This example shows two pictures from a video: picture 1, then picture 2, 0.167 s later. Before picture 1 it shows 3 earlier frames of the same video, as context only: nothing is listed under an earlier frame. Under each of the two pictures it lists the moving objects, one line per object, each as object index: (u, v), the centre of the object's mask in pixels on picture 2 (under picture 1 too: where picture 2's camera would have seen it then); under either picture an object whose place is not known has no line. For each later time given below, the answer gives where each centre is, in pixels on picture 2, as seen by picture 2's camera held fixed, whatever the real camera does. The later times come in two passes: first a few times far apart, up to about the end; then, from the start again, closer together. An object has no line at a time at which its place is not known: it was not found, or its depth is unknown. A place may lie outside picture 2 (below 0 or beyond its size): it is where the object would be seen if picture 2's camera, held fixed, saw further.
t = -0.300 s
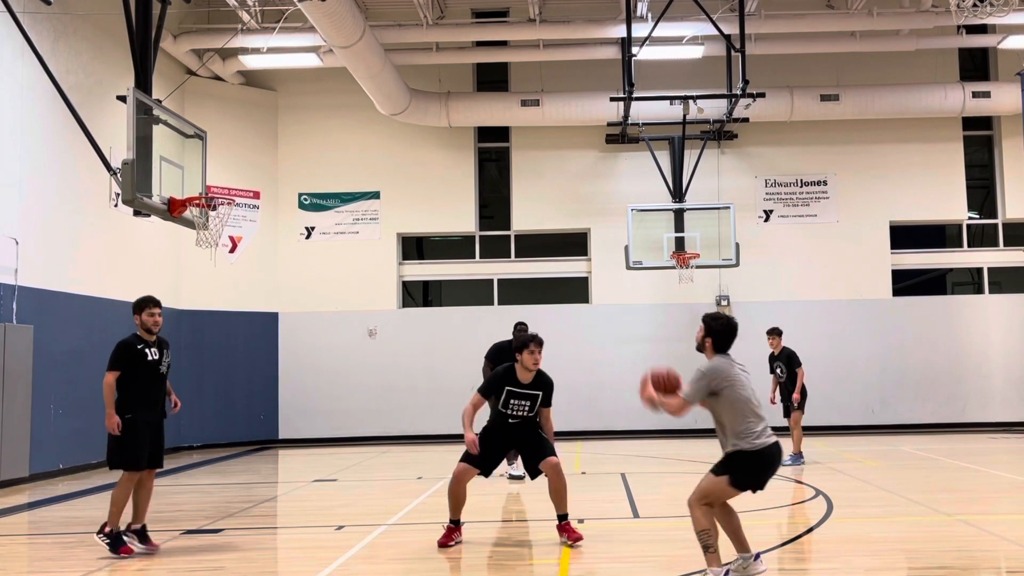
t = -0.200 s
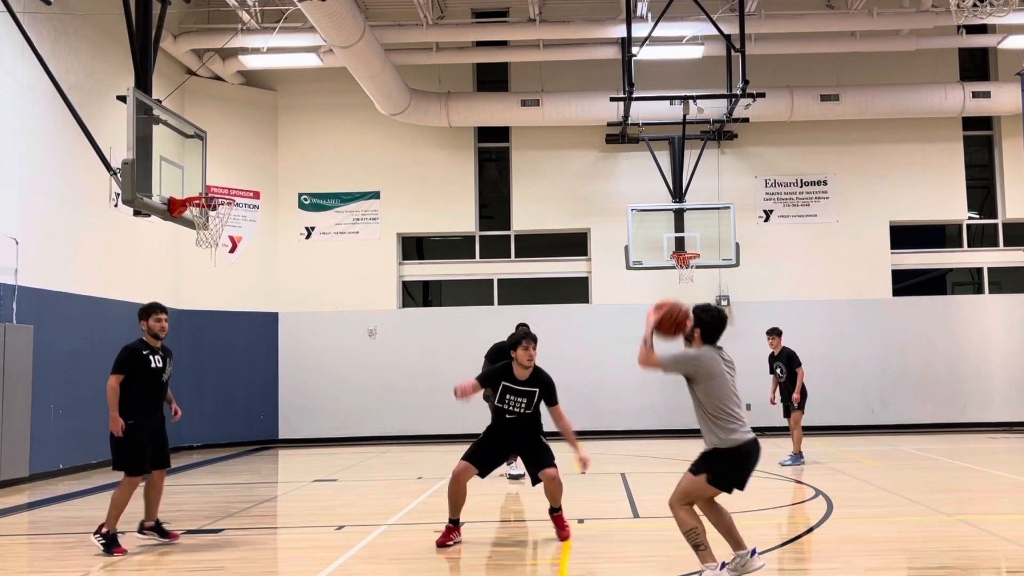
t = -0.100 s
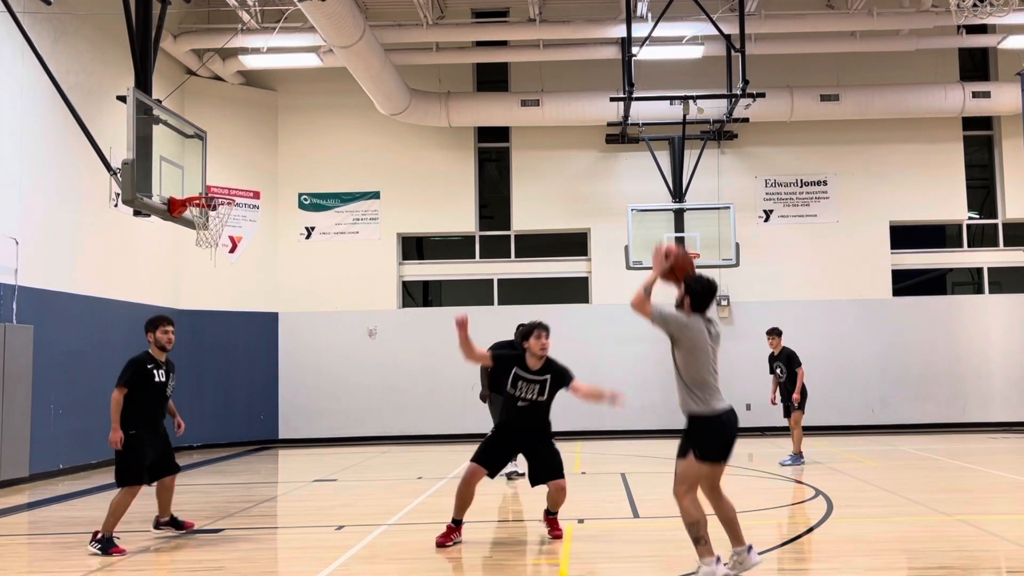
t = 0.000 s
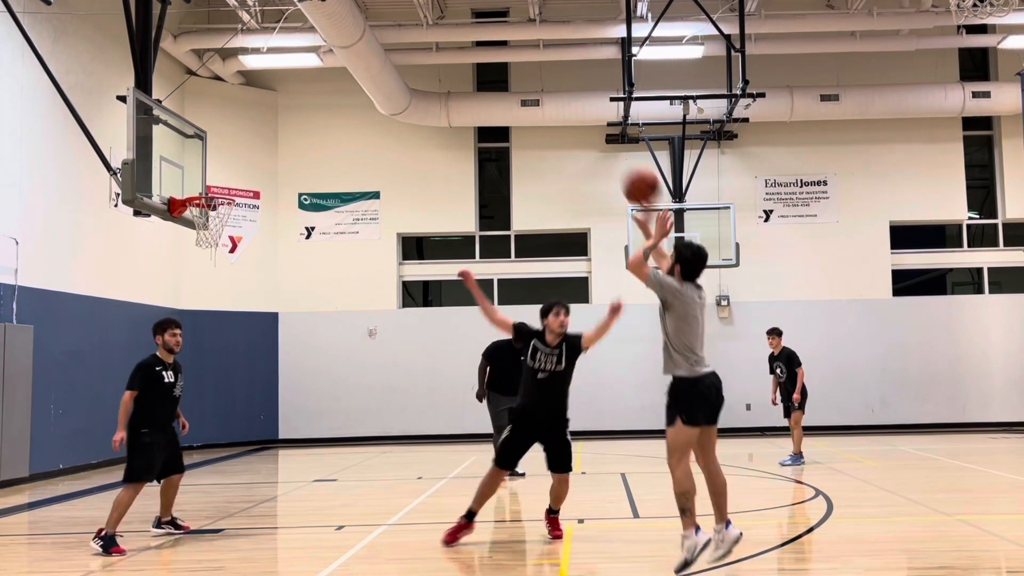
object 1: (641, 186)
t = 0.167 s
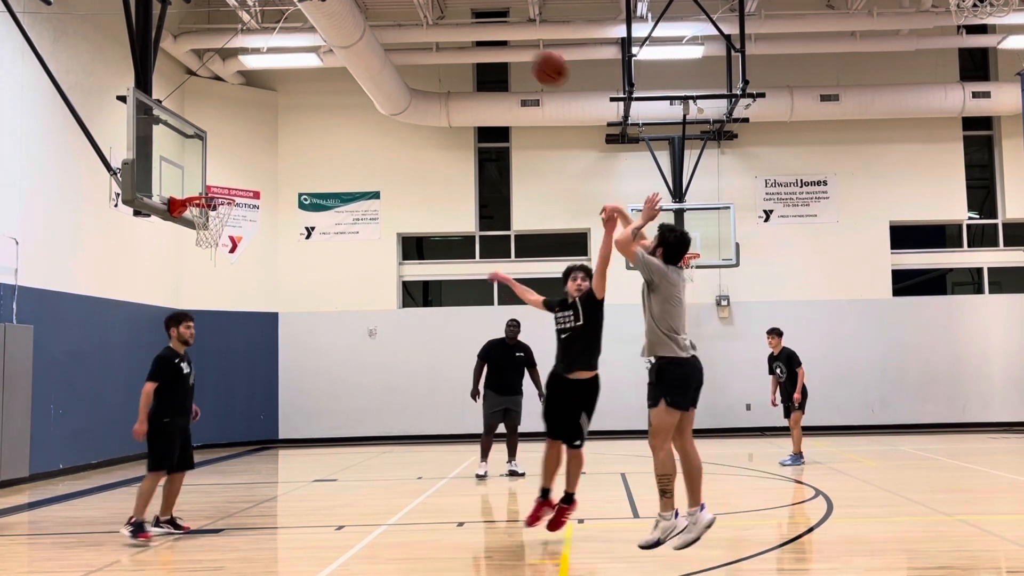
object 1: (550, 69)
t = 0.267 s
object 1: (503, 23)
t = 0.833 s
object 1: (318, 26)
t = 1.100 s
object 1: (257, 131)
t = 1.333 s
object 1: (220, 176)
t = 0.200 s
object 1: (534, 51)
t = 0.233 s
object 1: (519, 36)
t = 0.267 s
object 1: (503, 23)
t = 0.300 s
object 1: (490, 13)
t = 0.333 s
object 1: (477, 8)
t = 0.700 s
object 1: (354, 4)
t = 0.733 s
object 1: (344, 7)
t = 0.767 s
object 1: (335, 11)
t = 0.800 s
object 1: (326, 18)
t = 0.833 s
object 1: (318, 26)
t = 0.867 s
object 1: (309, 36)
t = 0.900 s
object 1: (301, 48)
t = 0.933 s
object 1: (293, 60)
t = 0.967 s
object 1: (285, 75)
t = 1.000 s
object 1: (279, 86)
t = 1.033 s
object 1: (271, 100)
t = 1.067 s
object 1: (264, 115)
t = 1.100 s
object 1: (257, 131)
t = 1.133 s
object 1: (250, 148)
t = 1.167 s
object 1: (243, 164)
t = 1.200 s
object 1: (237, 181)
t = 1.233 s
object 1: (232, 190)
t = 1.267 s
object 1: (228, 185)
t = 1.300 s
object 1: (224, 180)
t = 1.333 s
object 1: (220, 176)
